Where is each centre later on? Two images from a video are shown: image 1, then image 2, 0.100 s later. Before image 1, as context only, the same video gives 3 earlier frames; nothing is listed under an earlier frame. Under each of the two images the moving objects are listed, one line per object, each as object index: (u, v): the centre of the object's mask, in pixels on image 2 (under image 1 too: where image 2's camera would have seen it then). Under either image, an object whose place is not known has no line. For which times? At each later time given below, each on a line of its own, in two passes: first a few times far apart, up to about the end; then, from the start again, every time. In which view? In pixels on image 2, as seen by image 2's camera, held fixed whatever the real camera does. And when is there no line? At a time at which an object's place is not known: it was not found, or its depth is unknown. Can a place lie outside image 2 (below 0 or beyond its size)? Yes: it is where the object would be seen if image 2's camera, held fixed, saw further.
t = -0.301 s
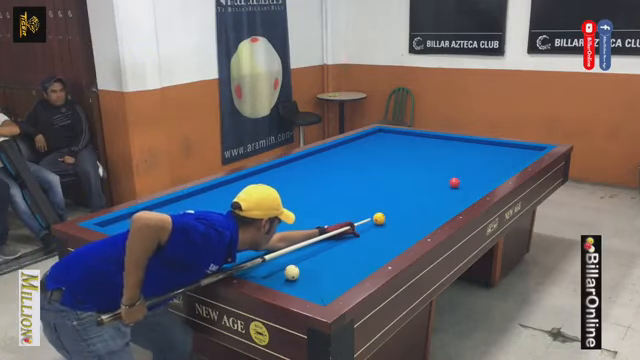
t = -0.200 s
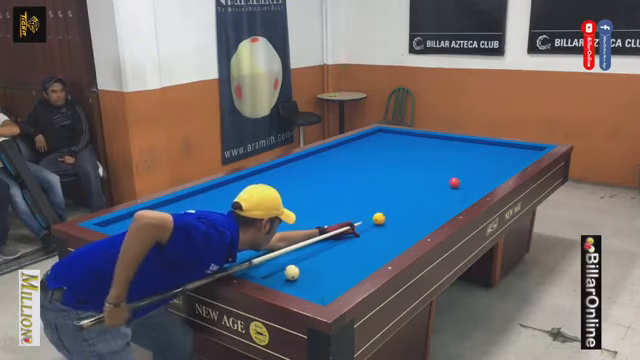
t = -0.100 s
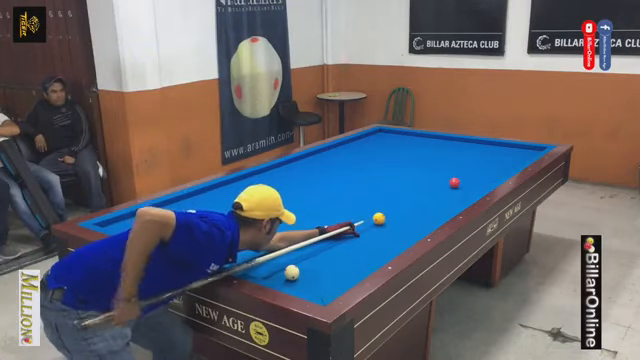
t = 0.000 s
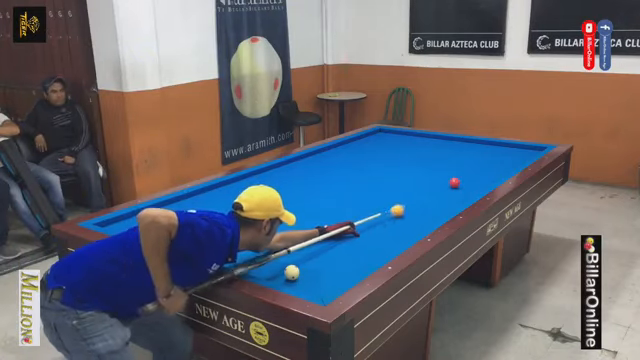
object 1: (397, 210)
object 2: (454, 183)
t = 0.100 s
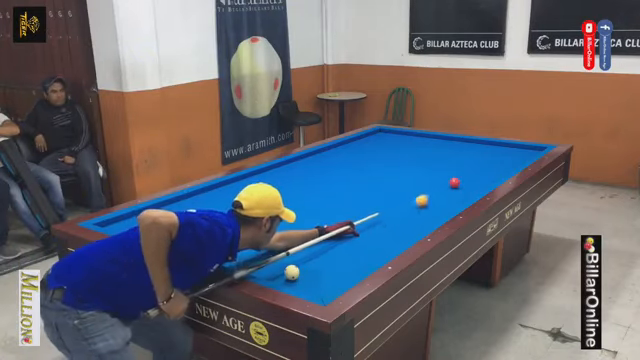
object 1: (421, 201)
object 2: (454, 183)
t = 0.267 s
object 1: (453, 187)
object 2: (455, 180)
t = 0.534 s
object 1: (488, 177)
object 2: (445, 171)
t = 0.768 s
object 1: (488, 164)
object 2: (439, 163)
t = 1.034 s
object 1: (488, 151)
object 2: (433, 155)
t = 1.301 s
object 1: (484, 142)
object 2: (428, 147)
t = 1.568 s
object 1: (451, 145)
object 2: (423, 140)
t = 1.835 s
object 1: (418, 147)
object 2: (418, 134)
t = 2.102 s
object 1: (386, 149)
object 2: (404, 135)
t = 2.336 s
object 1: (357, 151)
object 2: (392, 136)
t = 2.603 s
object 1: (325, 153)
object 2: (377, 137)
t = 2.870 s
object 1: (307, 158)
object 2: (363, 138)
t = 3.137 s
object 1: (304, 164)
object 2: (353, 140)
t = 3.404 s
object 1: (300, 171)
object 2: (351, 142)
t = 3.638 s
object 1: (297, 178)
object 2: (350, 144)
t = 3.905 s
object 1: (293, 186)
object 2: (349, 146)
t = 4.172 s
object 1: (288, 195)
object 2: (348, 150)
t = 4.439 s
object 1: (284, 204)
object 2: (347, 152)
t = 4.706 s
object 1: (279, 215)
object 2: (346, 155)
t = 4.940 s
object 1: (274, 224)
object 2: (345, 157)
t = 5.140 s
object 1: (269, 233)
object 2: (344, 158)
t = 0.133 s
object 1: (429, 197)
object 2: (454, 183)
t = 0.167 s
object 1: (435, 195)
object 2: (454, 183)
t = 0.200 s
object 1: (441, 192)
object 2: (454, 182)
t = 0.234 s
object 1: (447, 189)
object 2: (455, 182)
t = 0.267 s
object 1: (453, 187)
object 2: (455, 180)
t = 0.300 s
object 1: (460, 185)
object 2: (453, 181)
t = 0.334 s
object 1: (467, 184)
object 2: (453, 180)
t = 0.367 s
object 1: (474, 184)
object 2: (451, 178)
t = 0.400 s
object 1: (481, 184)
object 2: (449, 176)
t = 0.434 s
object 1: (488, 182)
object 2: (448, 175)
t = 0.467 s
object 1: (489, 181)
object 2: (448, 173)
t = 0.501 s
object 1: (488, 179)
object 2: (447, 172)
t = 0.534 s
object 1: (488, 177)
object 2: (445, 171)
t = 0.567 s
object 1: (488, 175)
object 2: (444, 170)
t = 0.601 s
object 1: (488, 173)
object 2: (443, 169)
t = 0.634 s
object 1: (488, 171)
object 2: (443, 167)
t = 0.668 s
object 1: (488, 169)
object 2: (442, 166)
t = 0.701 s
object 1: (488, 167)
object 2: (441, 165)
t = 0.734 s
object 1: (488, 165)
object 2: (440, 164)
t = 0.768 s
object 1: (488, 164)
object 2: (439, 163)
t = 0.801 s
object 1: (488, 162)
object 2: (439, 162)
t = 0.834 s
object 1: (488, 161)
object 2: (438, 160)
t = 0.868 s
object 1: (488, 159)
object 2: (437, 159)
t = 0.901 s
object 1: (488, 157)
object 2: (436, 158)
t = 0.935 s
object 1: (488, 156)
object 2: (436, 157)
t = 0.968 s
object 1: (488, 154)
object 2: (435, 156)
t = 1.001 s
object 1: (488, 153)
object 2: (434, 155)
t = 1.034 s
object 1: (488, 151)
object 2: (433, 155)
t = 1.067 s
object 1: (488, 150)
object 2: (432, 154)
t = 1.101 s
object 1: (488, 149)
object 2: (432, 152)
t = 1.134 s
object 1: (488, 147)
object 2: (431, 152)
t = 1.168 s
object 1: (488, 146)
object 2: (430, 150)
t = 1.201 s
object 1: (488, 145)
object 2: (429, 150)
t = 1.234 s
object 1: (488, 143)
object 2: (429, 149)
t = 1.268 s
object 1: (488, 142)
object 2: (428, 148)
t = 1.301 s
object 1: (484, 142)
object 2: (428, 147)
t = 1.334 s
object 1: (480, 142)
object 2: (427, 146)
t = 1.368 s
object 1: (475, 143)
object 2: (427, 145)
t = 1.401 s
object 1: (471, 143)
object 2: (426, 144)
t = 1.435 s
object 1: (467, 144)
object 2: (425, 144)
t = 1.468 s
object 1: (462, 144)
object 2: (424, 143)
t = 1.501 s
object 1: (459, 145)
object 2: (424, 142)
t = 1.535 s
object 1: (455, 145)
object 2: (423, 142)
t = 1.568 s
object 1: (451, 145)
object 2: (423, 140)
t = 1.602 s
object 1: (446, 145)
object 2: (422, 140)
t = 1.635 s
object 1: (442, 145)
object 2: (421, 139)
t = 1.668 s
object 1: (438, 146)
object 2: (421, 138)
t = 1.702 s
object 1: (434, 146)
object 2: (420, 137)
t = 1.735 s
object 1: (430, 146)
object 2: (420, 136)
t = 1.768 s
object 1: (426, 146)
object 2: (419, 136)
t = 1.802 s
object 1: (422, 147)
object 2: (419, 135)
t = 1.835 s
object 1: (418, 147)
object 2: (418, 134)
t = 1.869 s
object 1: (414, 147)
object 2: (417, 134)
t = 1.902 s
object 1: (410, 147)
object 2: (415, 134)
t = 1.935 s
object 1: (406, 148)
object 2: (413, 134)
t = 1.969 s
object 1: (402, 148)
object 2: (411, 134)
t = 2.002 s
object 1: (398, 148)
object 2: (409, 134)
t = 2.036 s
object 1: (394, 148)
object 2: (407, 134)
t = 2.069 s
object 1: (390, 149)
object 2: (406, 135)
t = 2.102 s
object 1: (386, 149)
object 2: (404, 135)
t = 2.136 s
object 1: (382, 149)
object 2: (403, 135)
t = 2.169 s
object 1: (378, 150)
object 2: (400, 135)
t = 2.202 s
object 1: (374, 150)
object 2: (399, 135)
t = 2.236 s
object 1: (370, 150)
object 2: (397, 135)
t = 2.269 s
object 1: (366, 150)
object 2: (395, 136)
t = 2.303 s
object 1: (361, 151)
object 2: (394, 136)
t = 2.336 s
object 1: (357, 151)
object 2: (392, 136)
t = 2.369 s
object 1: (353, 151)
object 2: (390, 137)
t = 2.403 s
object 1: (349, 151)
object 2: (388, 137)
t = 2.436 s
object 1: (345, 152)
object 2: (386, 137)
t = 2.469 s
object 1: (341, 152)
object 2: (385, 136)
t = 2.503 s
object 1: (337, 152)
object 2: (383, 137)
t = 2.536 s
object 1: (333, 153)
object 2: (381, 137)
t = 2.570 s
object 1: (329, 153)
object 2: (379, 137)
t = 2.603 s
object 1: (325, 153)
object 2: (377, 137)
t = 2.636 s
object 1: (321, 153)
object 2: (375, 137)
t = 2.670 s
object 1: (316, 154)
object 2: (374, 137)
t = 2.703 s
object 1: (313, 154)
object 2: (372, 138)
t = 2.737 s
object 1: (309, 154)
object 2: (370, 138)
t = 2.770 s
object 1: (308, 155)
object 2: (368, 138)
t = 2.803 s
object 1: (308, 156)
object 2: (367, 139)
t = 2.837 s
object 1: (308, 157)
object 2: (365, 138)
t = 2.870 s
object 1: (307, 158)
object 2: (363, 138)
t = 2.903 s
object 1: (307, 158)
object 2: (361, 139)
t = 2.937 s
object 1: (307, 159)
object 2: (360, 139)
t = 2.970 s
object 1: (306, 160)
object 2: (358, 139)
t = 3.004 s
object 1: (306, 161)
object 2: (356, 139)
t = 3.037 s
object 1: (305, 161)
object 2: (354, 139)
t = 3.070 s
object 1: (305, 162)
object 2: (353, 140)
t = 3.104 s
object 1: (305, 163)
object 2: (353, 140)
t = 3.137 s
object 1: (304, 164)
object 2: (353, 140)
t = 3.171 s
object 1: (304, 165)
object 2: (352, 140)
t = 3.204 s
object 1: (303, 166)
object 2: (352, 141)
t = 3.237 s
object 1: (303, 167)
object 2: (352, 141)
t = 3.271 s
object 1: (302, 167)
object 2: (352, 141)
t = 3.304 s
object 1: (302, 168)
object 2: (352, 142)
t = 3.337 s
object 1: (301, 169)
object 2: (352, 142)
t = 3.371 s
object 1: (301, 170)
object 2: (351, 142)
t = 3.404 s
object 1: (300, 171)
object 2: (351, 142)
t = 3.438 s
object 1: (300, 172)
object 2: (351, 142)
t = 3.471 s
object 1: (300, 173)
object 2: (351, 143)
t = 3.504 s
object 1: (299, 174)
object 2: (351, 143)
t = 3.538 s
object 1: (298, 175)
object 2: (351, 143)
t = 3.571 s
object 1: (298, 176)
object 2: (351, 144)
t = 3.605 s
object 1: (298, 177)
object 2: (351, 144)
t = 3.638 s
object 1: (297, 178)
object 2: (350, 144)
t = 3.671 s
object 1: (297, 179)
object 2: (350, 144)
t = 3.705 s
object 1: (296, 180)
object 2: (350, 145)
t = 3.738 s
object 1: (295, 181)
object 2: (350, 145)
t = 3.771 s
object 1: (295, 182)
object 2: (349, 146)
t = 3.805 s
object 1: (295, 183)
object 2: (349, 146)
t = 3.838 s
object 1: (294, 184)
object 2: (349, 146)
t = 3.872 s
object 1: (293, 185)
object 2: (349, 146)
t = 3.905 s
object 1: (293, 186)
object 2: (349, 146)
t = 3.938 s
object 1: (293, 187)
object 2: (349, 147)
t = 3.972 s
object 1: (292, 188)
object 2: (349, 148)
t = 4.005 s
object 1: (291, 189)
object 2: (349, 148)
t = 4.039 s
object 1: (291, 190)
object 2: (349, 148)
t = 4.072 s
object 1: (290, 191)
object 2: (348, 149)
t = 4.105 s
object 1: (290, 193)
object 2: (348, 149)
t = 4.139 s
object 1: (289, 194)
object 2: (348, 150)
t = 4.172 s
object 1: (288, 195)
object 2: (348, 150)
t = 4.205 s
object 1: (288, 196)
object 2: (348, 150)
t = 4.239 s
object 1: (287, 197)
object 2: (348, 150)
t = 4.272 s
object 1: (287, 198)
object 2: (348, 150)
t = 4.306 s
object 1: (286, 200)
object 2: (348, 151)
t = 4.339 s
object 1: (286, 201)
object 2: (348, 151)
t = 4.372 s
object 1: (285, 202)
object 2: (348, 151)
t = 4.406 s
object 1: (284, 203)
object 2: (347, 152)
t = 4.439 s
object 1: (284, 204)
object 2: (347, 152)
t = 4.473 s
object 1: (283, 206)
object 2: (347, 152)
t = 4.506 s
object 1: (282, 207)
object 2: (347, 152)
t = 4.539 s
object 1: (282, 208)
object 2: (347, 152)
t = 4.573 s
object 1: (281, 210)
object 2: (346, 153)
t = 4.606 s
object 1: (281, 211)
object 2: (346, 153)
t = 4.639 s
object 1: (280, 212)
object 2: (346, 154)
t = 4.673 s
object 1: (279, 213)
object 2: (346, 154)
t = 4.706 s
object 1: (279, 215)
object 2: (346, 155)
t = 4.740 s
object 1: (278, 216)
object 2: (346, 155)
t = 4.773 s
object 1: (277, 217)
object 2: (345, 155)
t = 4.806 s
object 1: (277, 219)
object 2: (345, 155)
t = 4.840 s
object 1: (276, 220)
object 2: (345, 155)
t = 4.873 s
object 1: (275, 221)
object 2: (345, 156)
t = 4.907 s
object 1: (275, 223)
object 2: (345, 156)
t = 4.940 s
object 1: (274, 224)
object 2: (345, 157)
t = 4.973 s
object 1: (273, 226)
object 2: (345, 157)
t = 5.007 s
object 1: (272, 227)
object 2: (345, 157)
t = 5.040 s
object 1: (271, 229)
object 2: (345, 157)
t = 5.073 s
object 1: (271, 230)
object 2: (344, 158)
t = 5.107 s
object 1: (270, 232)
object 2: (344, 158)
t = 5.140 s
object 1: (269, 233)
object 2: (344, 158)
